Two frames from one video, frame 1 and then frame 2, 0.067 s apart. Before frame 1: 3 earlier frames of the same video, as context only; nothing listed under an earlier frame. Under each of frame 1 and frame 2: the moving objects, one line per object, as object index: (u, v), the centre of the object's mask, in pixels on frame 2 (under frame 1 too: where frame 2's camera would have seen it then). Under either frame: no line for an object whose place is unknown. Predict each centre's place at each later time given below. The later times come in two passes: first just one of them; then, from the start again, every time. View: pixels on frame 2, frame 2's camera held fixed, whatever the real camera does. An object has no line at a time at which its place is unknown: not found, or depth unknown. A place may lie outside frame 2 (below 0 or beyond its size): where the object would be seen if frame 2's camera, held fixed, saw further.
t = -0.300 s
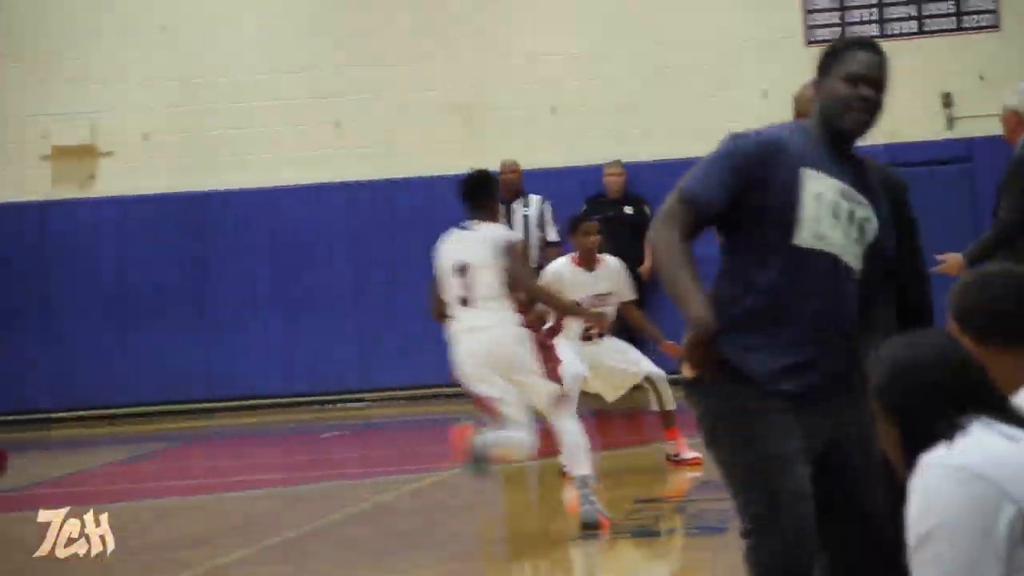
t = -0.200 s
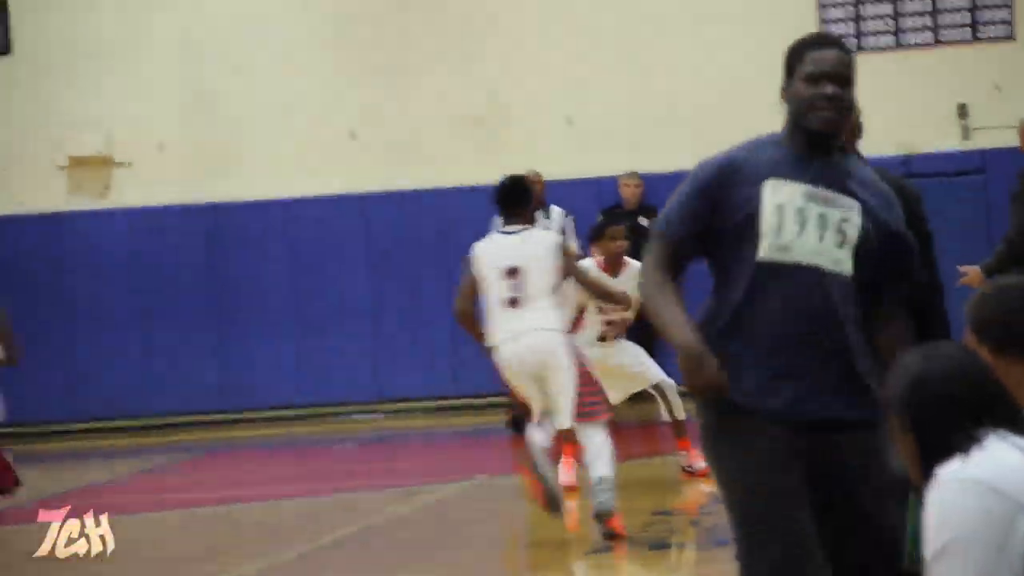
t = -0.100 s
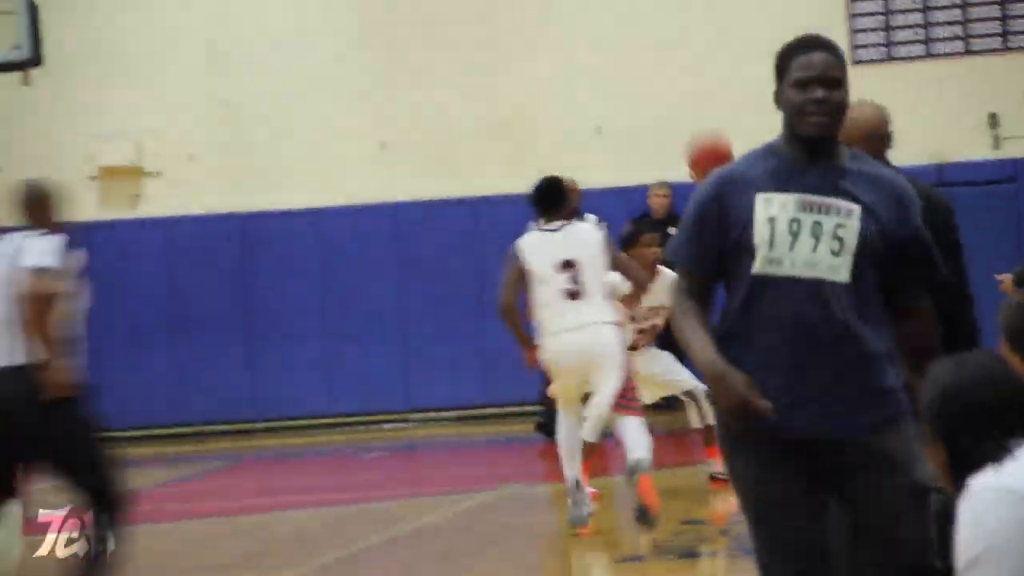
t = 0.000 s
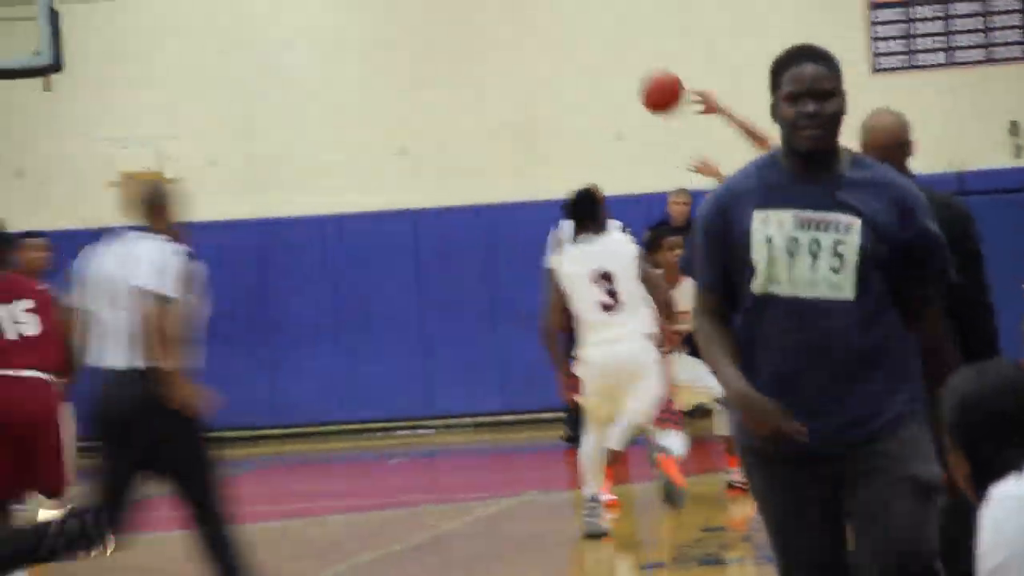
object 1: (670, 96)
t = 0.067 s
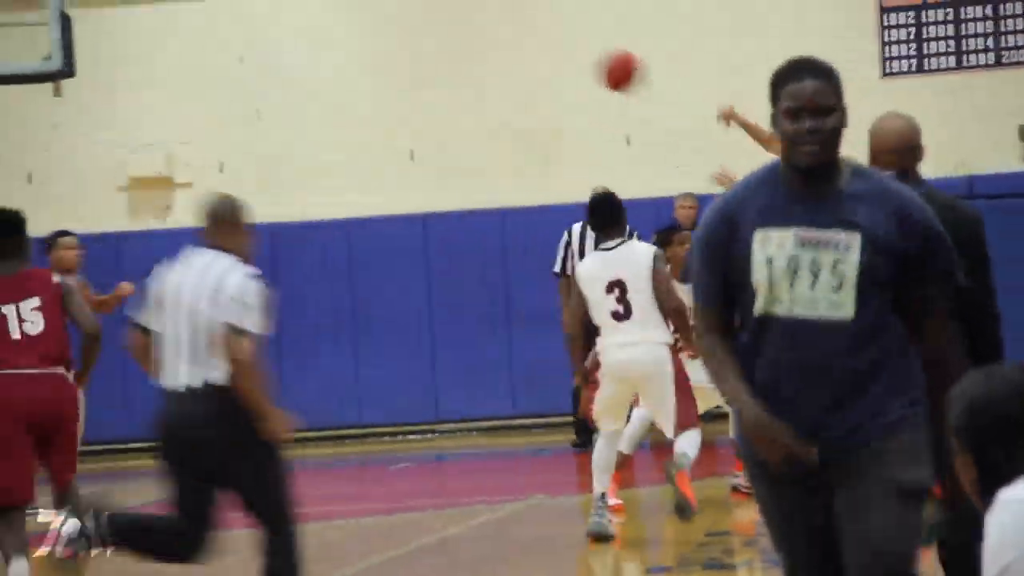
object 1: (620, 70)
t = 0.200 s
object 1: (525, 45)
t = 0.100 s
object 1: (595, 60)
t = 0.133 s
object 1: (571, 54)
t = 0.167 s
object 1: (548, 49)
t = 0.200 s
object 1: (525, 45)
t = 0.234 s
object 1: (506, 42)
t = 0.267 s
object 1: (494, 43)
